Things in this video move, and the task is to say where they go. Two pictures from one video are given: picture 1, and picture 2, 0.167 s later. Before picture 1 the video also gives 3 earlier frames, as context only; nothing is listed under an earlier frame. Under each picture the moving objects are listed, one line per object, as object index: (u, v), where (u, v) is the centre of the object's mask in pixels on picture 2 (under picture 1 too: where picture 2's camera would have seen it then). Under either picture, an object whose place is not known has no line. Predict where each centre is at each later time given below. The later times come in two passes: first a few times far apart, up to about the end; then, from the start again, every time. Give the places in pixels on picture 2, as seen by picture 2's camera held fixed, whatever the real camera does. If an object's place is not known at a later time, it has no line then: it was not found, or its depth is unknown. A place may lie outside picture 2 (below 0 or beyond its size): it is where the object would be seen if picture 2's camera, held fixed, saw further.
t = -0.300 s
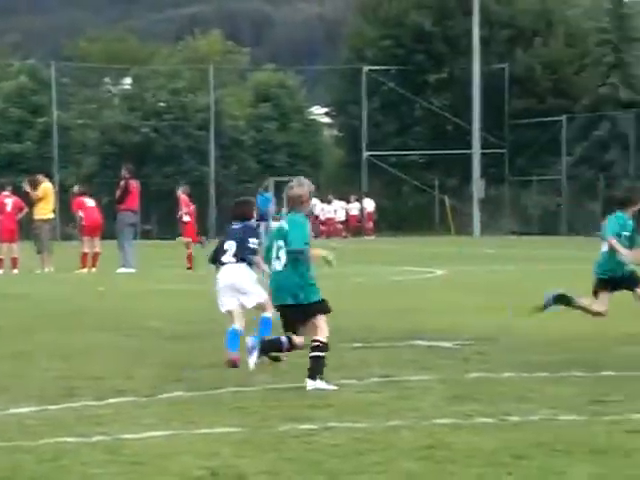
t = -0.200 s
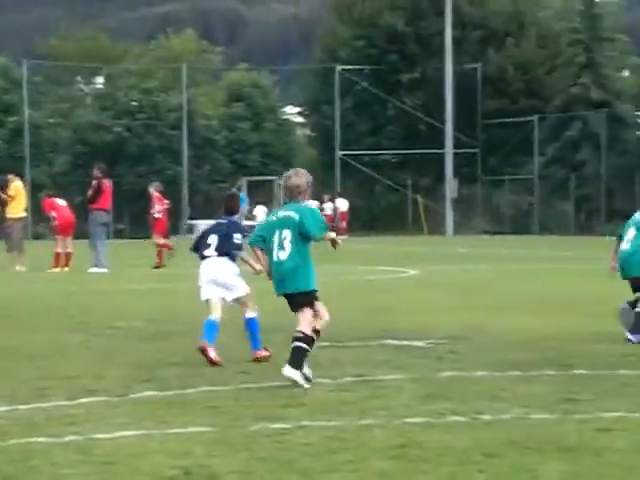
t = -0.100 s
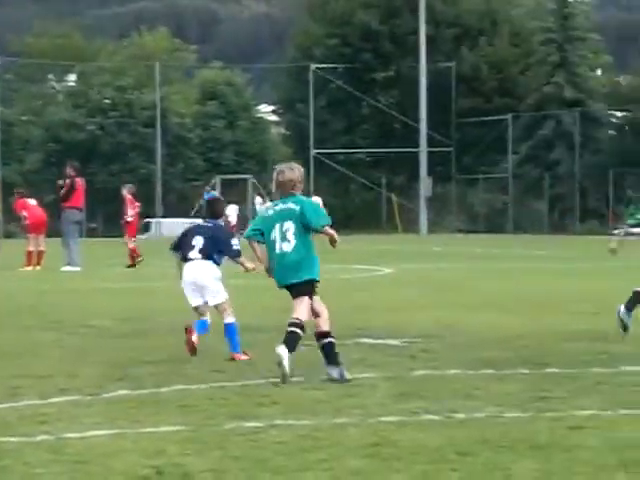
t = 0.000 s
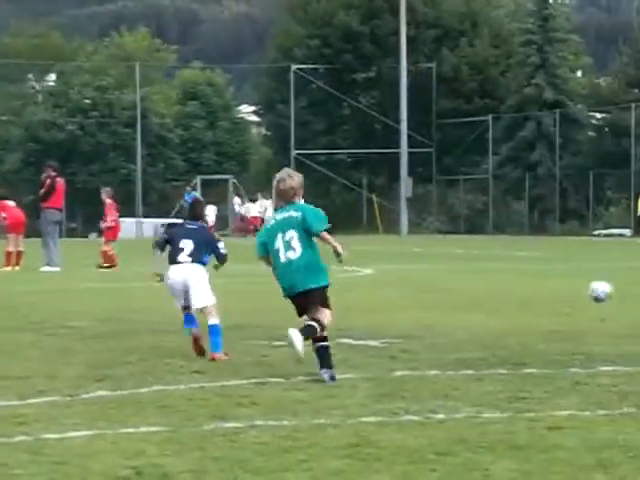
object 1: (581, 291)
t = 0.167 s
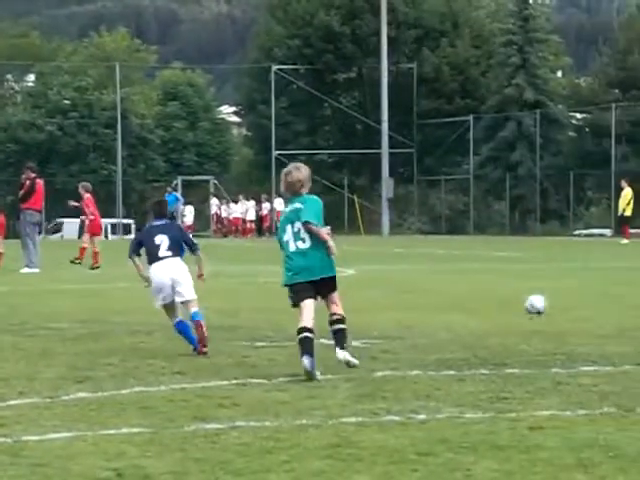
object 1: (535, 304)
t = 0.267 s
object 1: (509, 305)
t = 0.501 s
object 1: (450, 305)
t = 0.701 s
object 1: (405, 302)
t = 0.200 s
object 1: (526, 309)
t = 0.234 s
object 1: (517, 306)
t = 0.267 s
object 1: (509, 305)
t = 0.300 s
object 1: (500, 302)
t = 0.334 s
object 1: (491, 301)
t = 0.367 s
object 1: (482, 301)
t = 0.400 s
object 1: (475, 303)
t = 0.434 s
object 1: (467, 305)
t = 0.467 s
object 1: (458, 307)
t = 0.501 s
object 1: (450, 305)
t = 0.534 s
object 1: (443, 305)
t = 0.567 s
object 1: (435, 304)
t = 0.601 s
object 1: (427, 304)
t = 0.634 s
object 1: (419, 304)
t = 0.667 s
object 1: (412, 304)
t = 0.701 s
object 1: (405, 302)
